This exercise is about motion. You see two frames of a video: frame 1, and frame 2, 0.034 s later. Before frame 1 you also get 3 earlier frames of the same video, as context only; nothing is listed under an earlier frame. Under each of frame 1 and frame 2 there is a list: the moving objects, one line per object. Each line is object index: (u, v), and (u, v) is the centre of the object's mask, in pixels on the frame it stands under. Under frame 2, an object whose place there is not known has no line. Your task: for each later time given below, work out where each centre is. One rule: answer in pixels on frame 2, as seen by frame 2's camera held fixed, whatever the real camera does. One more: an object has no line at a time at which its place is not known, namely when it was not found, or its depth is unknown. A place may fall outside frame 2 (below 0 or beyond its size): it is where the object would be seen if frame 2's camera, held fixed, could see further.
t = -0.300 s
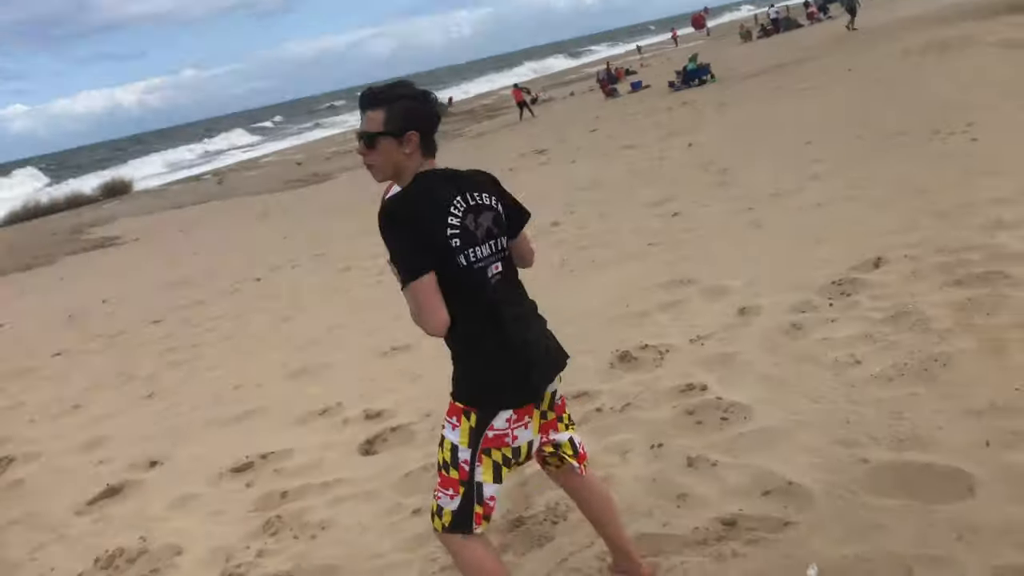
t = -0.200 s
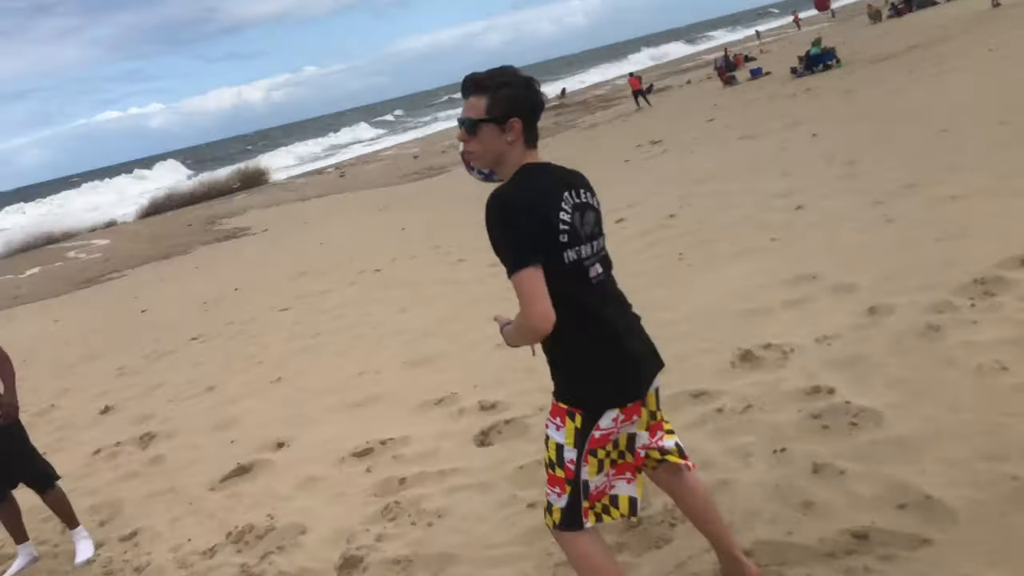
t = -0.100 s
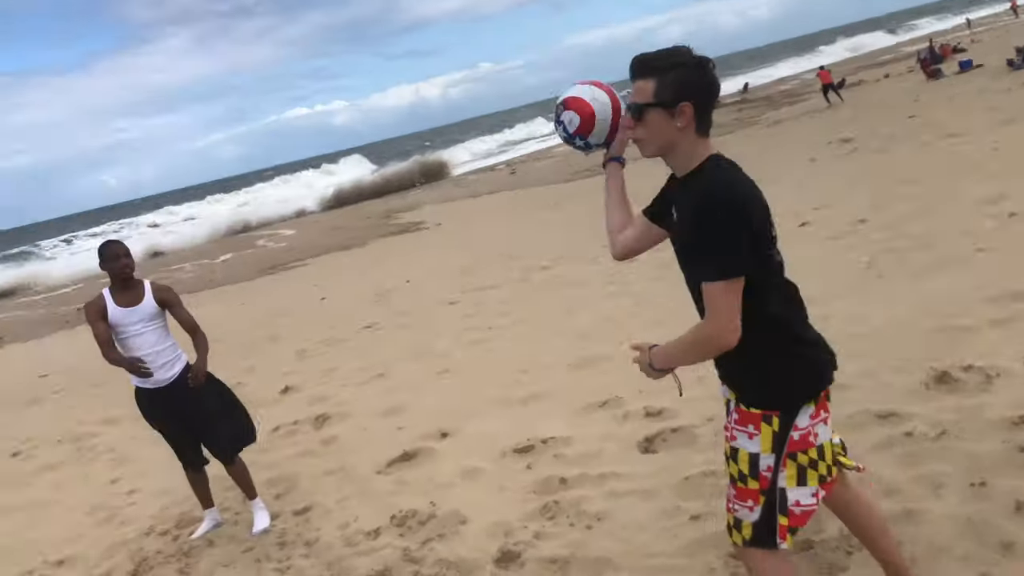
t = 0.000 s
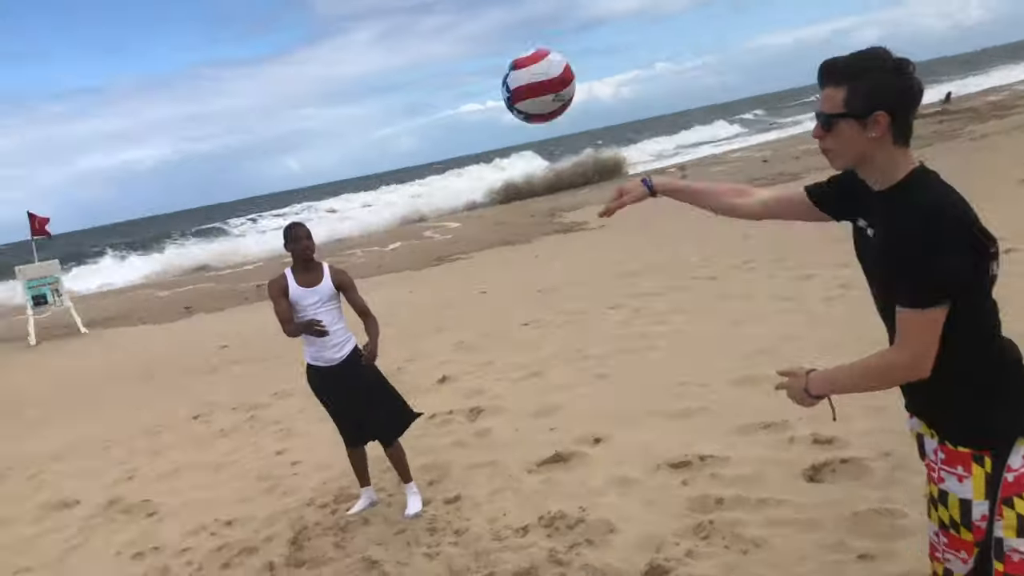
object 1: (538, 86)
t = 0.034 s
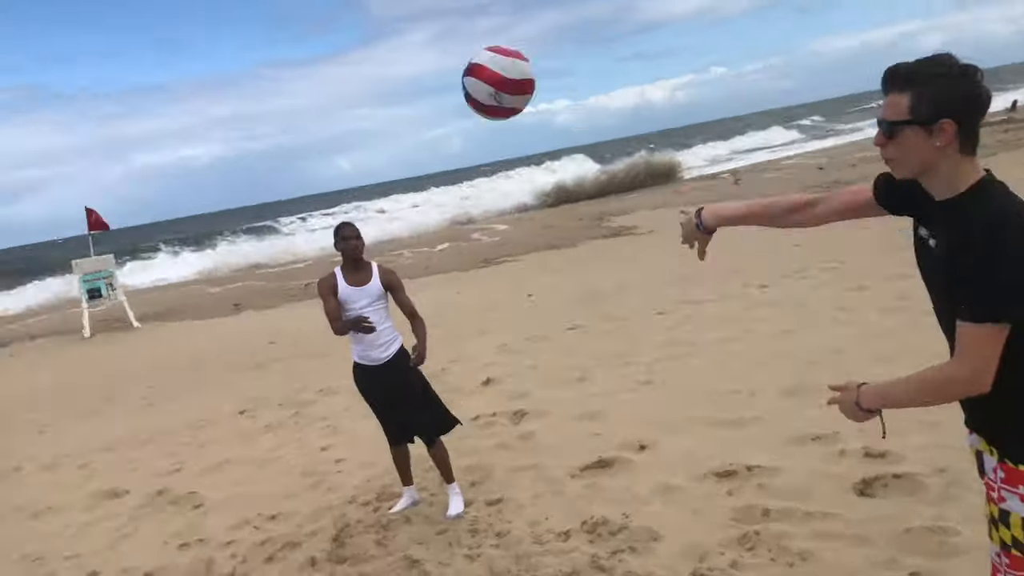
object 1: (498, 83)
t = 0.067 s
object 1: (407, 79)
